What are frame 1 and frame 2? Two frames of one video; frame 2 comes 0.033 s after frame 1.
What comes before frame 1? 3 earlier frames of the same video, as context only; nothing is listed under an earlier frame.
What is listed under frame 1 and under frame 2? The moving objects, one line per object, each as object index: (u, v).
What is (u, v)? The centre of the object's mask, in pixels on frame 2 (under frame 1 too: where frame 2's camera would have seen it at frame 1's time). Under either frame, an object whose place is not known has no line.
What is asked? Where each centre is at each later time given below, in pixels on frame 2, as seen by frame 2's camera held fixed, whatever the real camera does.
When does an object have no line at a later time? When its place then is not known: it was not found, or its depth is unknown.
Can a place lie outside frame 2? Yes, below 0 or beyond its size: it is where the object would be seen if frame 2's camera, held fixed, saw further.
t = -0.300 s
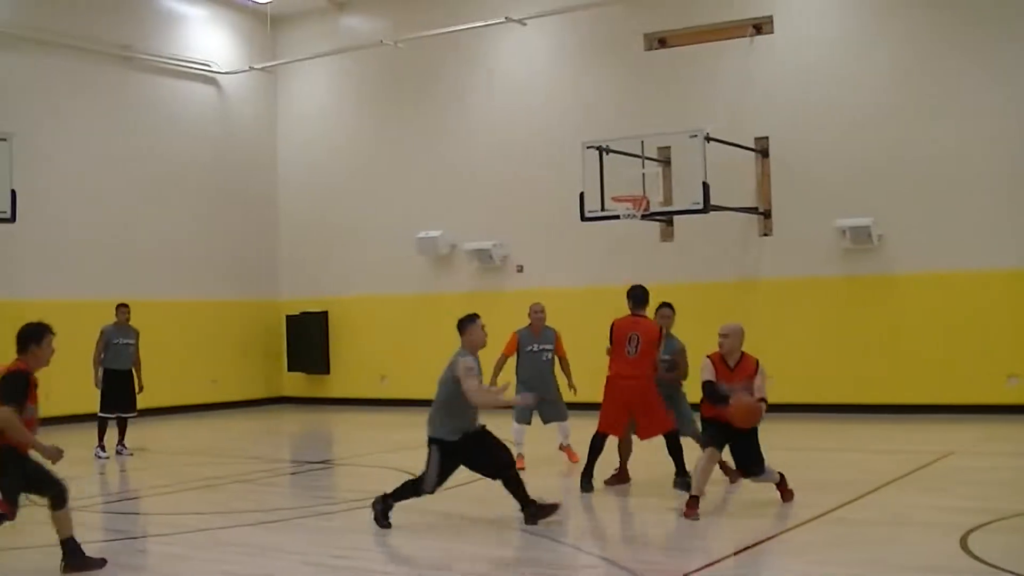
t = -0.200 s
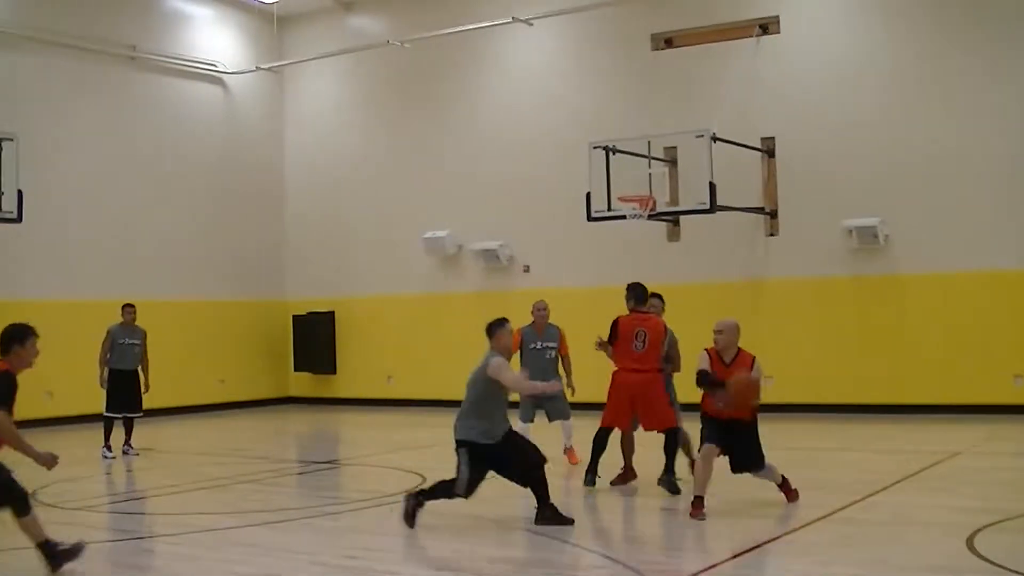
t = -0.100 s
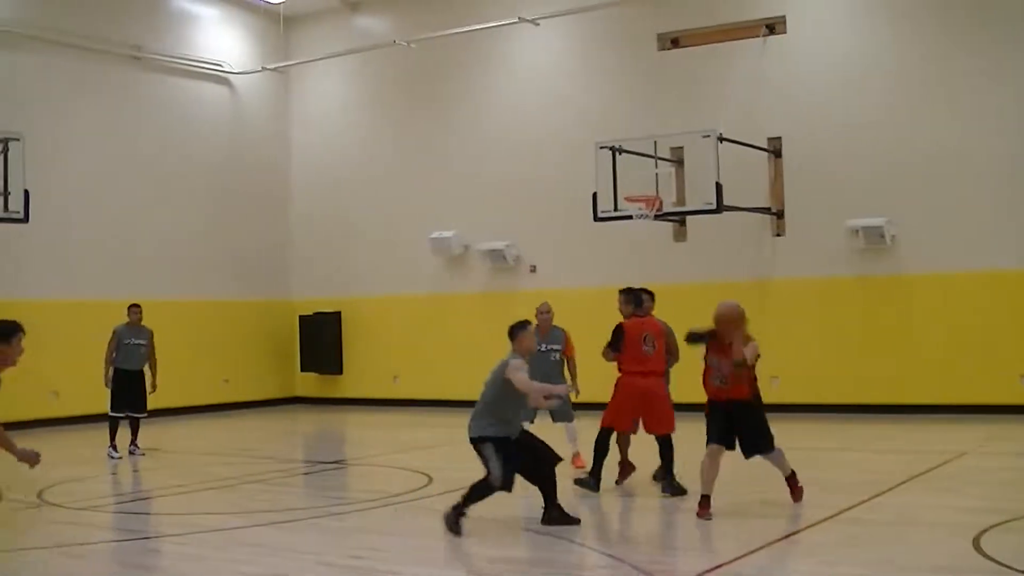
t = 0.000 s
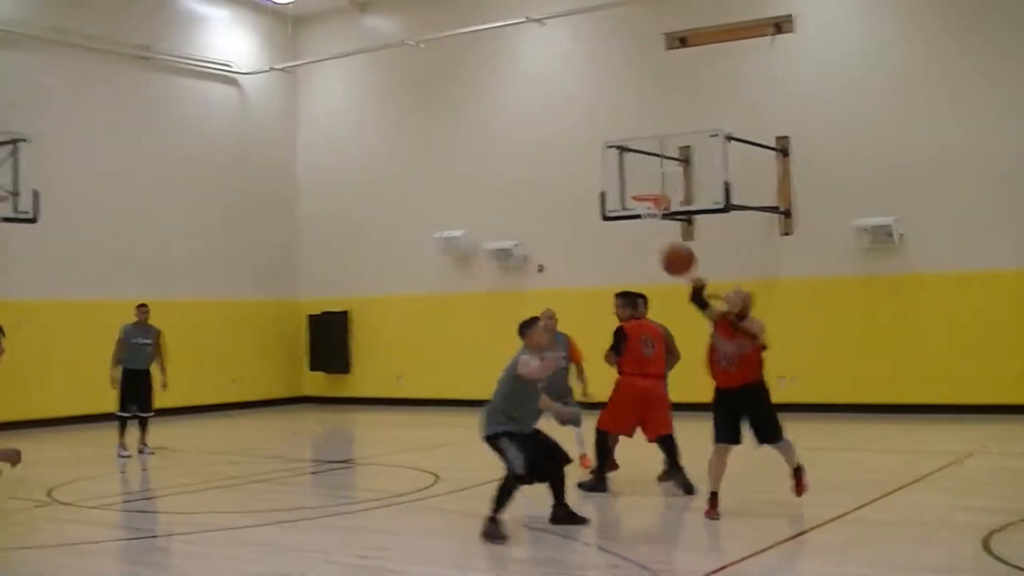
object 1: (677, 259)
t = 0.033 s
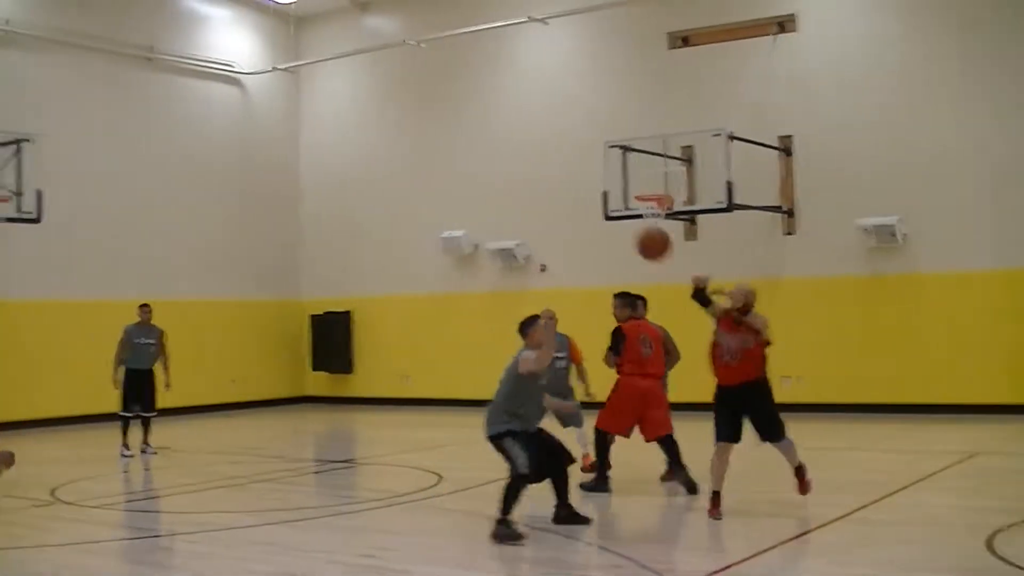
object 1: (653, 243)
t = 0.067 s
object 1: (624, 231)
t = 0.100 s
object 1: (591, 216)
